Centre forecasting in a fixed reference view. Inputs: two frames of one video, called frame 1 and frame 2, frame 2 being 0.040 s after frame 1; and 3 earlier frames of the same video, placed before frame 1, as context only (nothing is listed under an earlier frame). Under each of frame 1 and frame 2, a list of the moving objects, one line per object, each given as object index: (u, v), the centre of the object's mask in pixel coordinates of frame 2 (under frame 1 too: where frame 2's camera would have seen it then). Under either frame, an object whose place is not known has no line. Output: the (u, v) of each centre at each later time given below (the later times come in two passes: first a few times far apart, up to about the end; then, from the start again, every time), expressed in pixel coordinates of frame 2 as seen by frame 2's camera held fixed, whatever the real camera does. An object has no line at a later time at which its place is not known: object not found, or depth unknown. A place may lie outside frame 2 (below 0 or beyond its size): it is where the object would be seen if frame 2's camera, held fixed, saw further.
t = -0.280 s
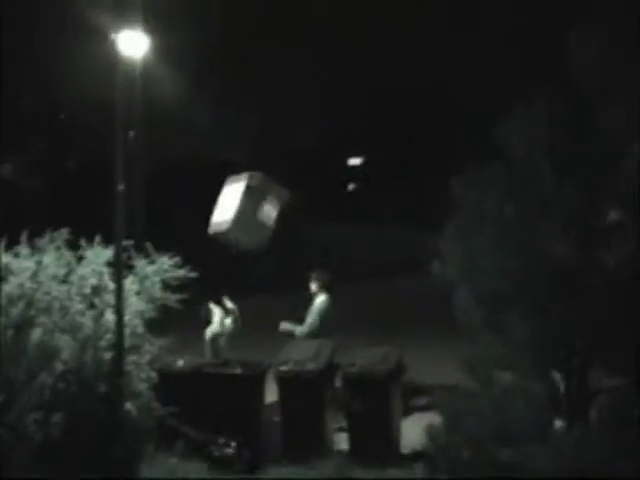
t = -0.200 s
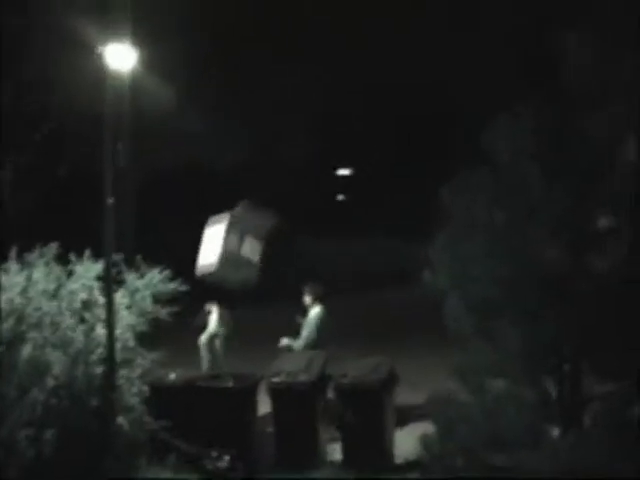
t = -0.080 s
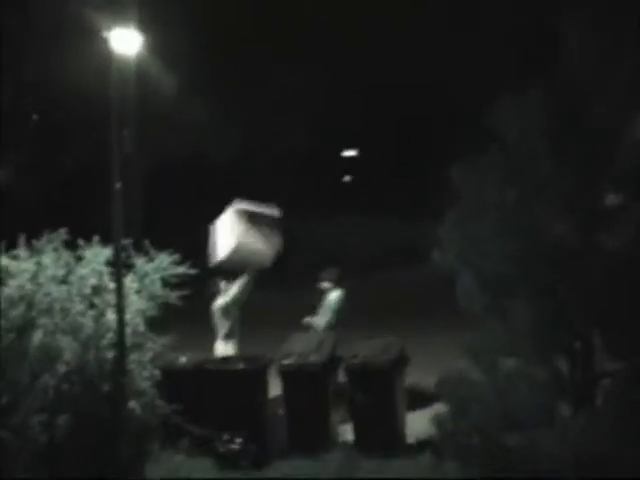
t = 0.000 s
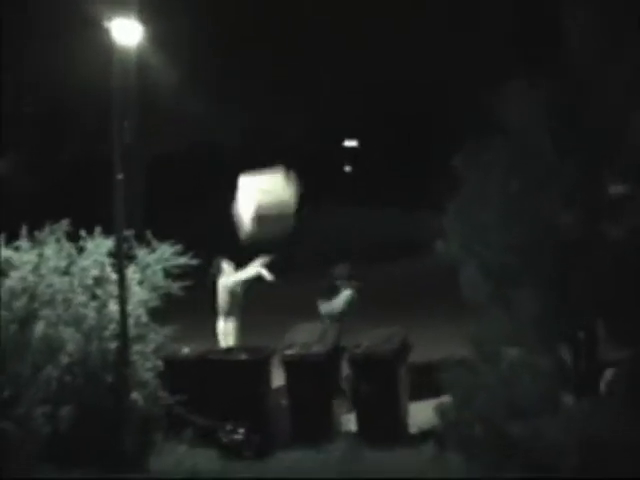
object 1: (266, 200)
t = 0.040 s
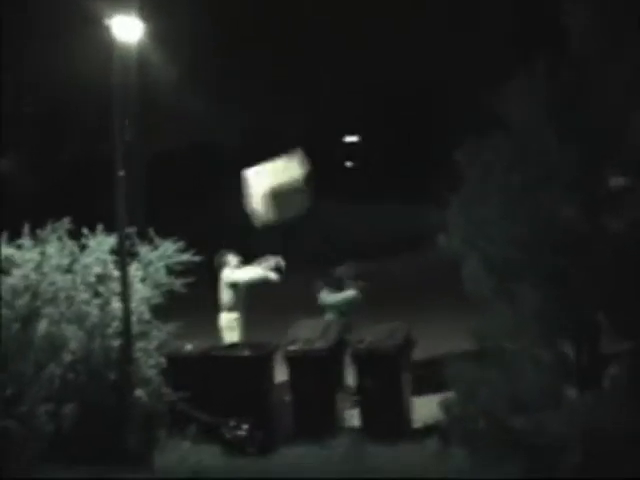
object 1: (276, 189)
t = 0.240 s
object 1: (314, 152)
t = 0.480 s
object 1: (367, 160)
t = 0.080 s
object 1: (285, 177)
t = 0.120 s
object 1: (293, 168)
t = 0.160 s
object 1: (301, 159)
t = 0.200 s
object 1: (307, 155)
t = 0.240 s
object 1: (314, 152)
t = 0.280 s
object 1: (322, 151)
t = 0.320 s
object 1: (331, 151)
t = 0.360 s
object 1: (339, 153)
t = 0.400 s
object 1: (348, 155)
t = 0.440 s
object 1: (358, 158)
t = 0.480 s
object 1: (367, 160)
